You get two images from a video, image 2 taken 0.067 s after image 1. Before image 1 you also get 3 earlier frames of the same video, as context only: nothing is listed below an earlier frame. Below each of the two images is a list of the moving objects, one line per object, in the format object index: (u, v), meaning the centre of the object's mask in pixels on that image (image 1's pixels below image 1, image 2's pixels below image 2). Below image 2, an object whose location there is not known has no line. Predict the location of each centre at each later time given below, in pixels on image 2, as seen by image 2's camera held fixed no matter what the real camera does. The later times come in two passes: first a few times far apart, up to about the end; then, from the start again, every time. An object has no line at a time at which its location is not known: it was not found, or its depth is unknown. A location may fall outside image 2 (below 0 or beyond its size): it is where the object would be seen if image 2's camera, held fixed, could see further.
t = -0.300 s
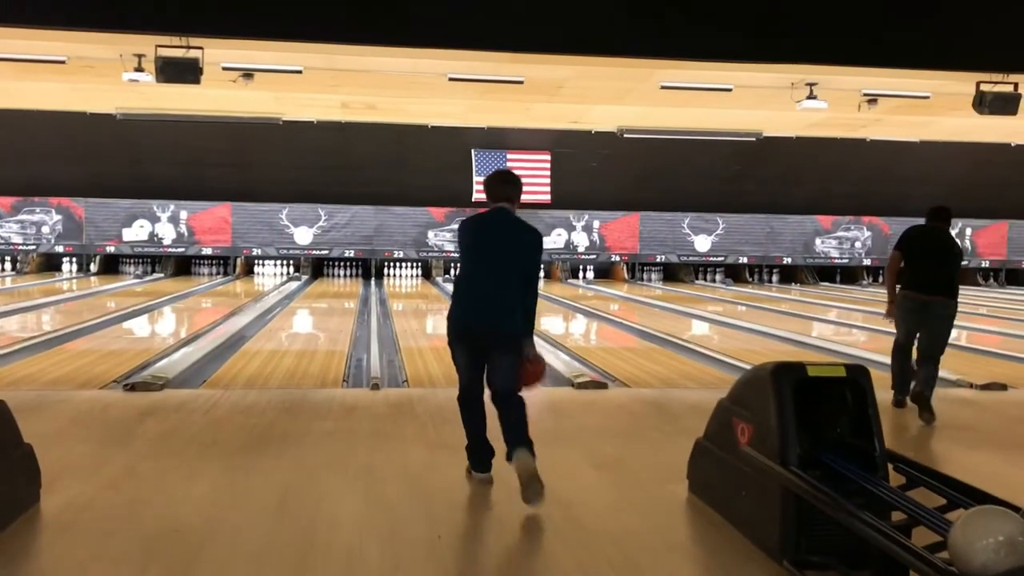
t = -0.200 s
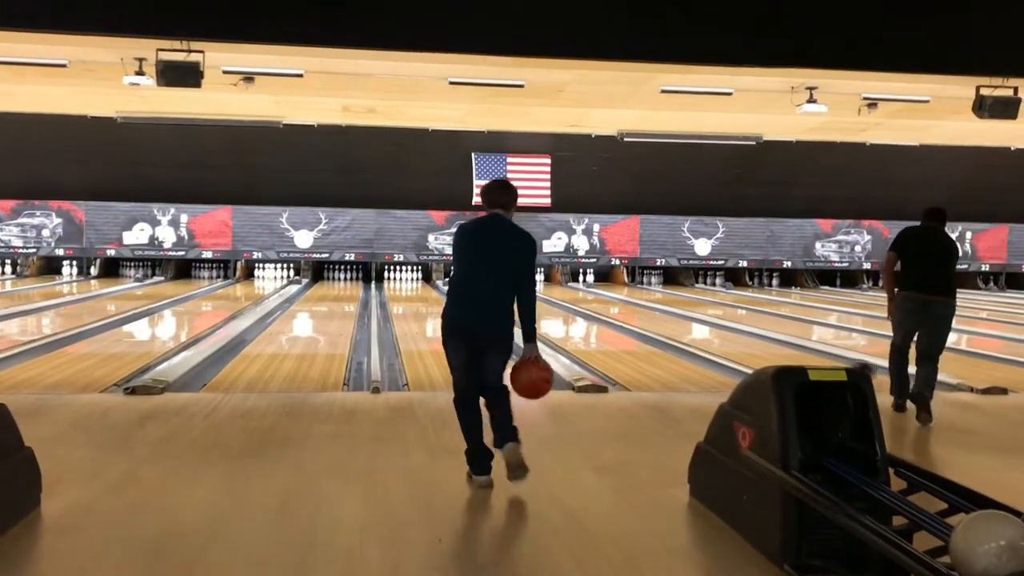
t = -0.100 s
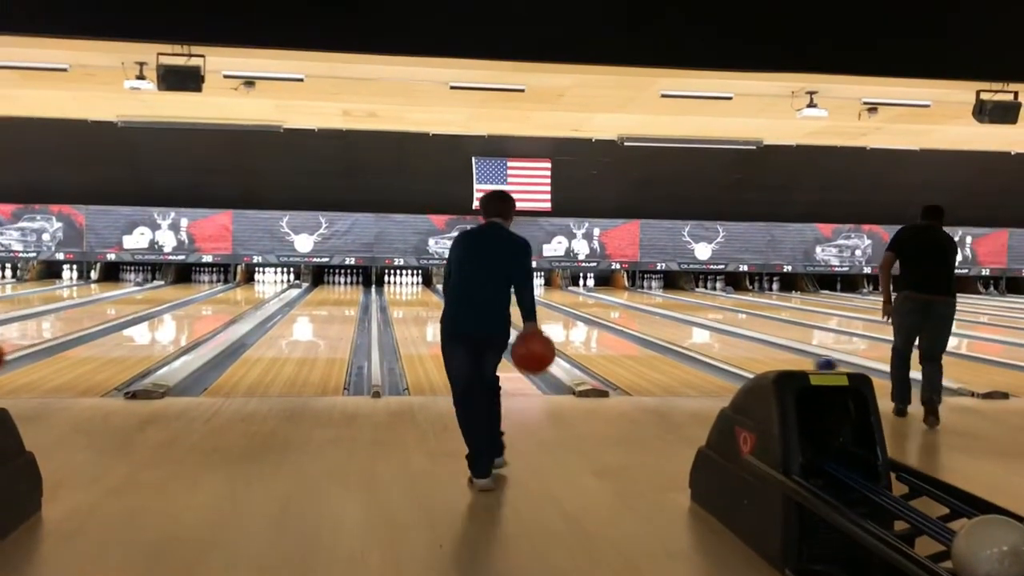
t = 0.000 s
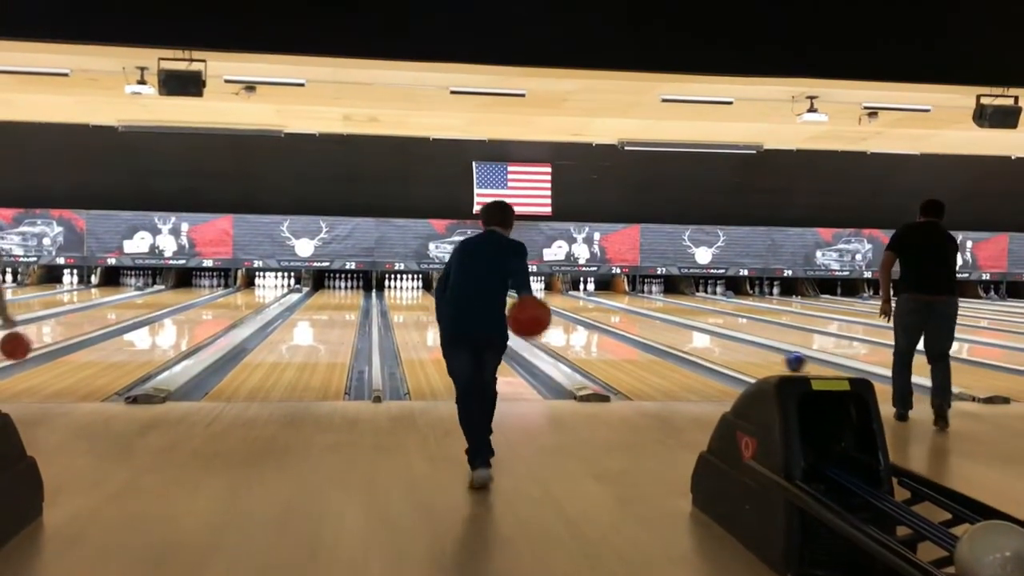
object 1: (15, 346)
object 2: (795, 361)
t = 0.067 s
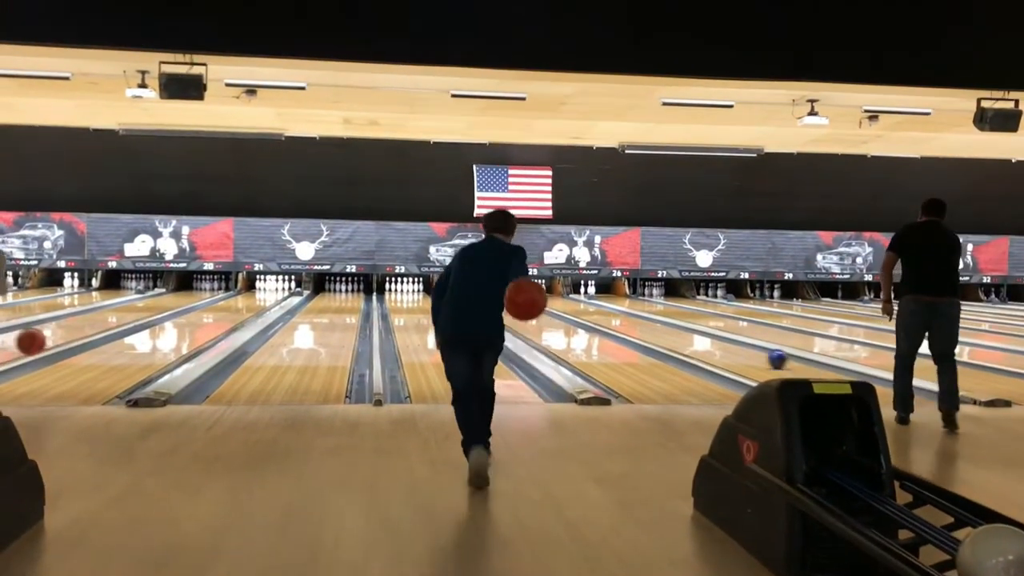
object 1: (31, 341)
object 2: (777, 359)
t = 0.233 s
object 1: (60, 347)
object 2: (738, 347)
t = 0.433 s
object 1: (91, 354)
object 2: (700, 336)
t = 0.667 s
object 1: (116, 341)
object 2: (665, 326)
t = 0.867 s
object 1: (133, 332)
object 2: (641, 319)
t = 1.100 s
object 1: (148, 324)
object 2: (618, 312)
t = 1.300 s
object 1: (160, 318)
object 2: (601, 307)
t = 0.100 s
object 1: (37, 340)
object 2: (768, 356)
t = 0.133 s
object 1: (44, 340)
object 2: (760, 354)
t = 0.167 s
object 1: (50, 341)
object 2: (752, 351)
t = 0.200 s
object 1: (56, 344)
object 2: (745, 349)
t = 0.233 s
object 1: (60, 347)
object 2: (738, 347)
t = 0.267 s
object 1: (66, 352)
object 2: (731, 345)
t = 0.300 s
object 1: (71, 358)
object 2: (724, 343)
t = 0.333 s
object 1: (77, 362)
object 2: (718, 341)
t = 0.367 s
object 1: (82, 359)
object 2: (711, 339)
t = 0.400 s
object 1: (86, 357)
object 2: (705, 337)
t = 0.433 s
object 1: (91, 354)
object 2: (700, 336)
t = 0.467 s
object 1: (94, 352)
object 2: (694, 335)
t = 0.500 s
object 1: (98, 350)
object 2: (689, 333)
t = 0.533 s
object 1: (102, 349)
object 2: (684, 332)
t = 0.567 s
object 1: (106, 346)
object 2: (679, 330)
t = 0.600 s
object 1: (109, 345)
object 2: (674, 329)
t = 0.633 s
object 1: (113, 343)
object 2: (670, 327)
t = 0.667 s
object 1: (116, 341)
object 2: (665, 326)
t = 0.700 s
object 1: (119, 340)
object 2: (661, 325)
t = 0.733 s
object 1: (122, 338)
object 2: (657, 324)
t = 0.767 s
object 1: (125, 336)
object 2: (653, 322)
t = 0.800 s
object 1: (128, 335)
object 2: (649, 321)
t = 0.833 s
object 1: (130, 333)
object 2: (645, 320)
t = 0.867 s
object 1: (133, 332)
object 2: (641, 319)
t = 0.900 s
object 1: (136, 331)
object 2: (638, 318)
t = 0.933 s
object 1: (138, 330)
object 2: (634, 317)
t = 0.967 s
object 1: (140, 328)
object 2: (631, 315)
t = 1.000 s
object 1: (142, 327)
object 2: (627, 314)
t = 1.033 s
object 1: (144, 326)
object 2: (624, 314)
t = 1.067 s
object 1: (146, 325)
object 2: (621, 313)
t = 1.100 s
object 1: (148, 324)
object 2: (618, 312)
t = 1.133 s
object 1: (150, 323)
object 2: (615, 311)
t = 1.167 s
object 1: (153, 322)
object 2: (612, 310)
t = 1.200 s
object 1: (154, 321)
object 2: (609, 310)
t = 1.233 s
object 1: (156, 320)
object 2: (607, 309)
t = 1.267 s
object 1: (158, 319)
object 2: (604, 308)
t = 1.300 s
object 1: (160, 318)
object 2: (601, 307)
